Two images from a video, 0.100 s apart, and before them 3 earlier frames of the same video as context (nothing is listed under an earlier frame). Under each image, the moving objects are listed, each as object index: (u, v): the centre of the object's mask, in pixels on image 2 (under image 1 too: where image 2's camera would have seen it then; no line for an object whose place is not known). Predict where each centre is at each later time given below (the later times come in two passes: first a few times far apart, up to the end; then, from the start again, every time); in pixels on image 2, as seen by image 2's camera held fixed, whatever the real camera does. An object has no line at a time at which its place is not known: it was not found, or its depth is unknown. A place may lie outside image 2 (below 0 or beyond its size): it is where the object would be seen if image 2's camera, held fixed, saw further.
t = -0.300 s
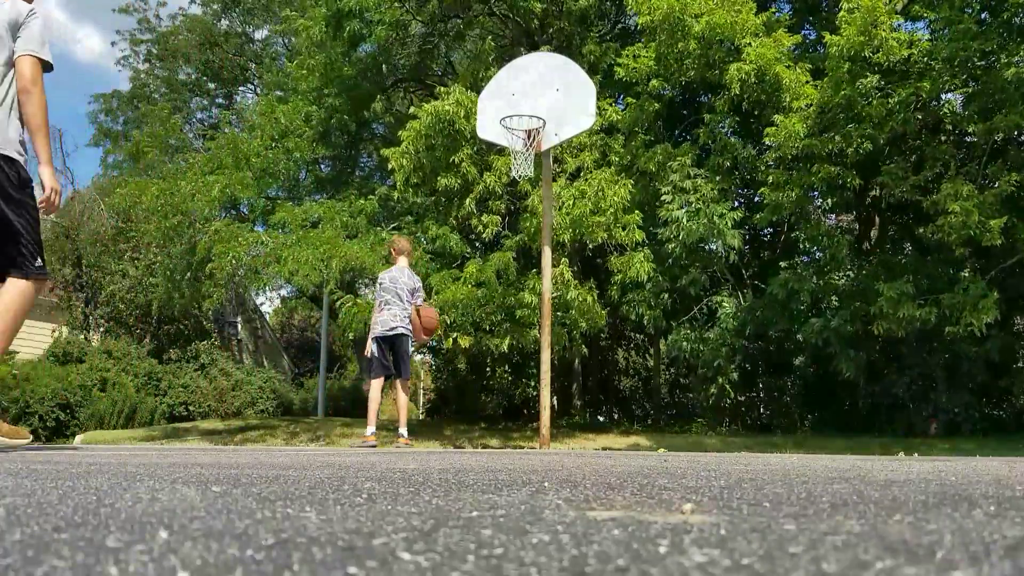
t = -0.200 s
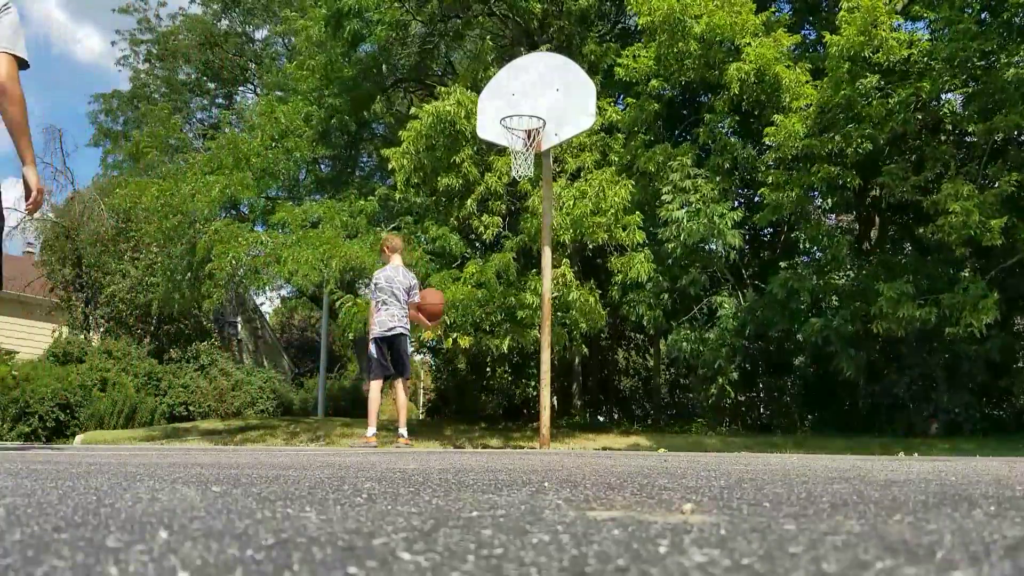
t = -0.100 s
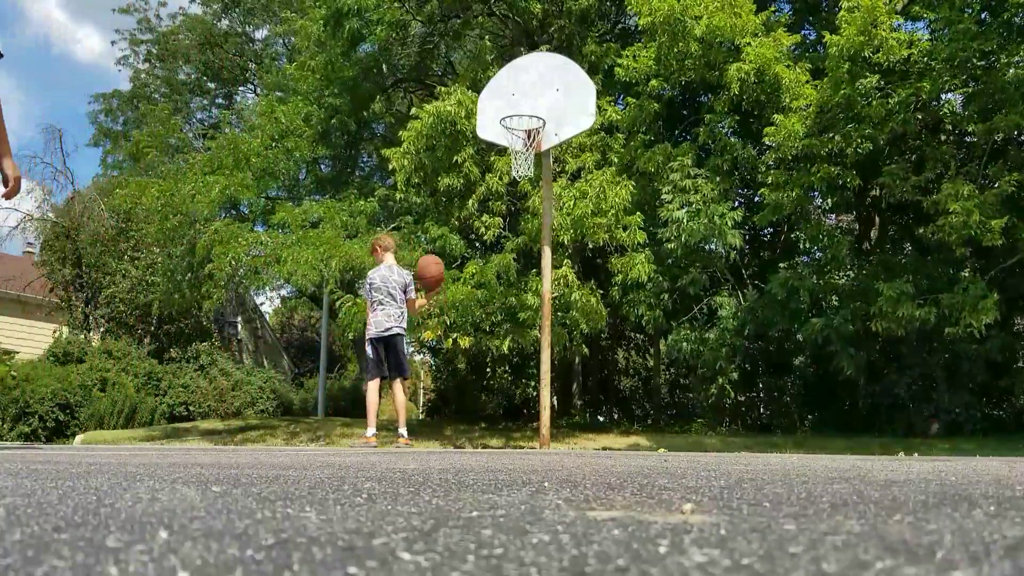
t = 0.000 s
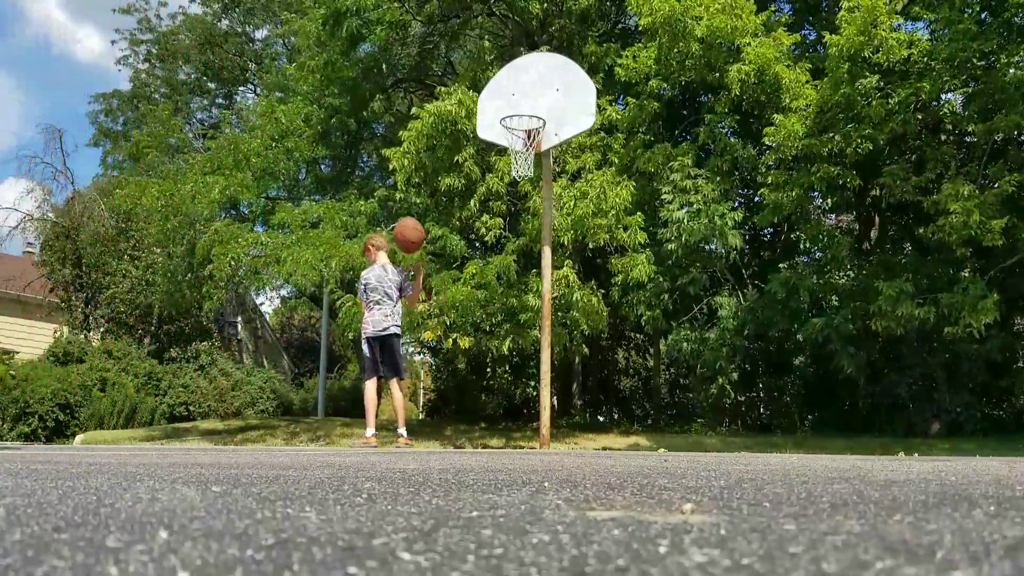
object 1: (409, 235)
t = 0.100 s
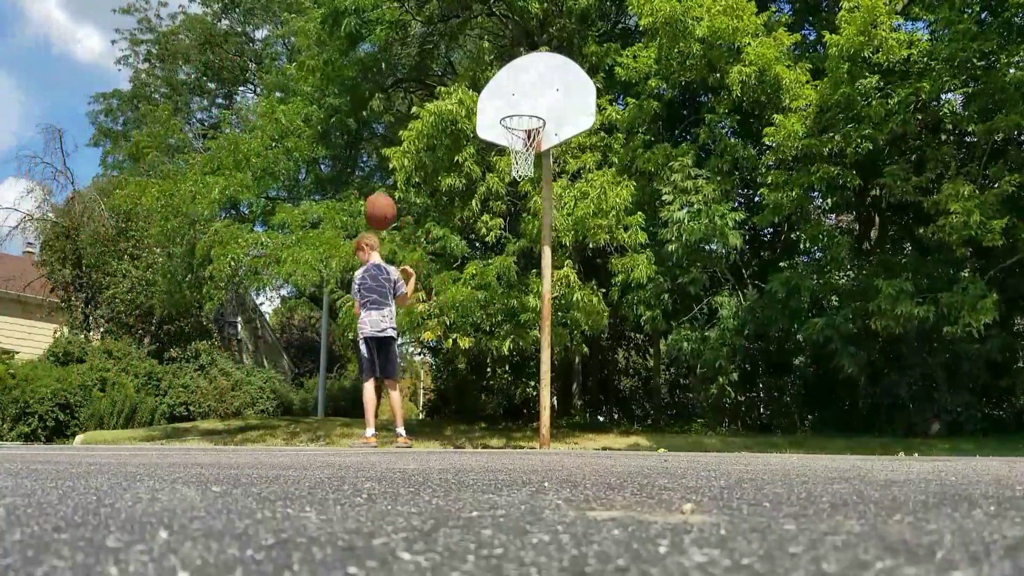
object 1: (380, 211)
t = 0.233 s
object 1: (336, 202)
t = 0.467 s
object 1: (239, 259)
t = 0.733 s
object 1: (108, 361)
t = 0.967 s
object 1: (47, 185)
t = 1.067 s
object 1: (20, 146)
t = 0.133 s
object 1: (370, 207)
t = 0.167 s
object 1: (359, 204)
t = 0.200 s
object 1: (348, 201)
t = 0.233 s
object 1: (336, 202)
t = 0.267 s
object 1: (324, 203)
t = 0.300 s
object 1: (311, 207)
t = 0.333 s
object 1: (297, 213)
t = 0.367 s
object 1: (284, 221)
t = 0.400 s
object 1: (269, 231)
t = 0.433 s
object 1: (255, 244)
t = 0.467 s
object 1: (239, 259)
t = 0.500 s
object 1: (222, 277)
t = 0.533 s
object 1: (205, 298)
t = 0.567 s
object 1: (186, 322)
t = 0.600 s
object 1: (167, 350)
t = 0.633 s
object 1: (146, 380)
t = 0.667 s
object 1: (125, 416)
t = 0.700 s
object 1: (116, 396)
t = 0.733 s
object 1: (108, 361)
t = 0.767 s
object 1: (100, 329)
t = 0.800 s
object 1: (93, 299)
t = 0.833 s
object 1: (84, 272)
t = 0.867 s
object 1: (75, 246)
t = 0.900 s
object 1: (66, 223)
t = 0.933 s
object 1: (57, 203)
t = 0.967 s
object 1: (47, 185)
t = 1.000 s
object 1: (37, 169)
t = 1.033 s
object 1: (27, 156)
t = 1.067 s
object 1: (20, 146)
